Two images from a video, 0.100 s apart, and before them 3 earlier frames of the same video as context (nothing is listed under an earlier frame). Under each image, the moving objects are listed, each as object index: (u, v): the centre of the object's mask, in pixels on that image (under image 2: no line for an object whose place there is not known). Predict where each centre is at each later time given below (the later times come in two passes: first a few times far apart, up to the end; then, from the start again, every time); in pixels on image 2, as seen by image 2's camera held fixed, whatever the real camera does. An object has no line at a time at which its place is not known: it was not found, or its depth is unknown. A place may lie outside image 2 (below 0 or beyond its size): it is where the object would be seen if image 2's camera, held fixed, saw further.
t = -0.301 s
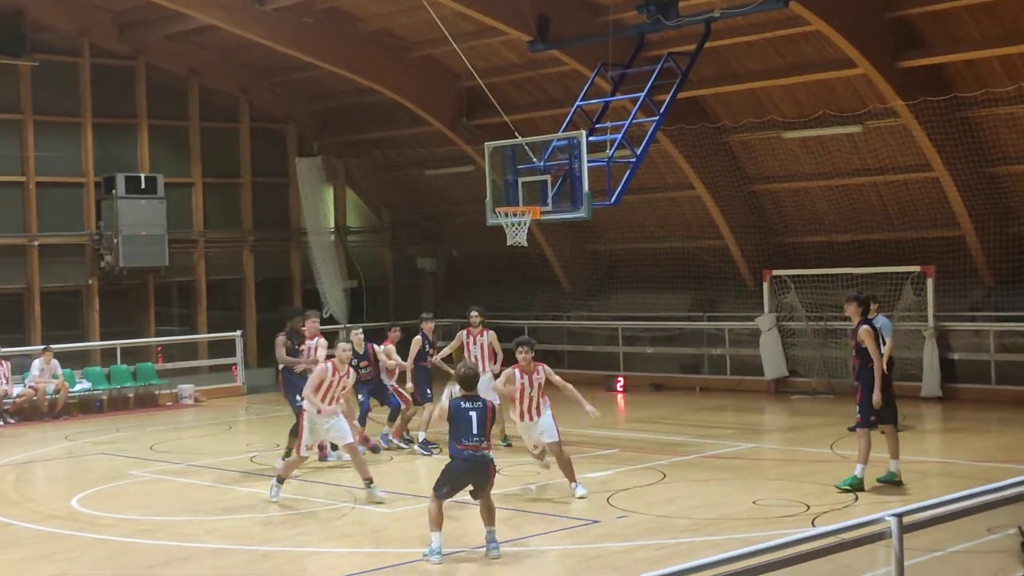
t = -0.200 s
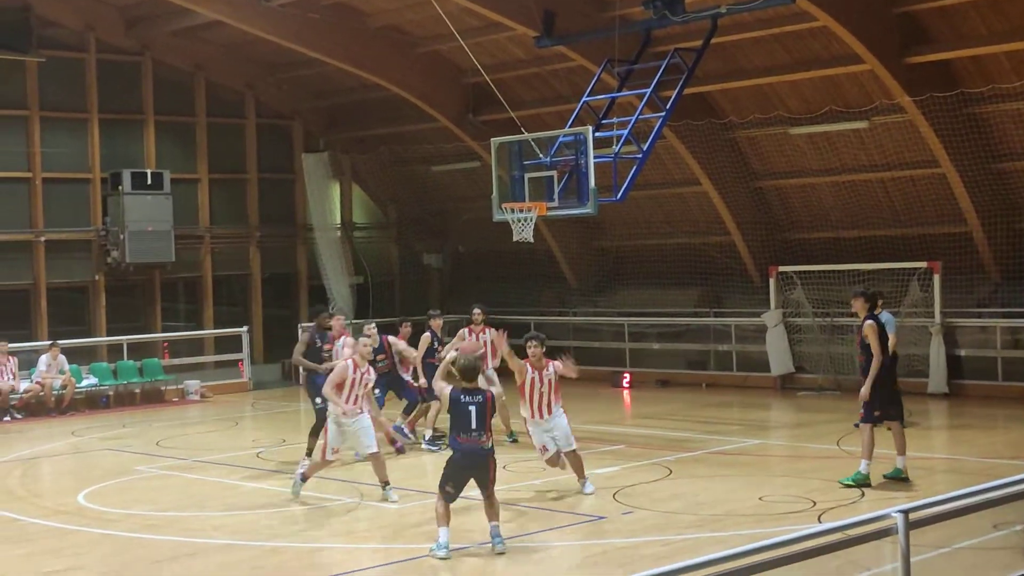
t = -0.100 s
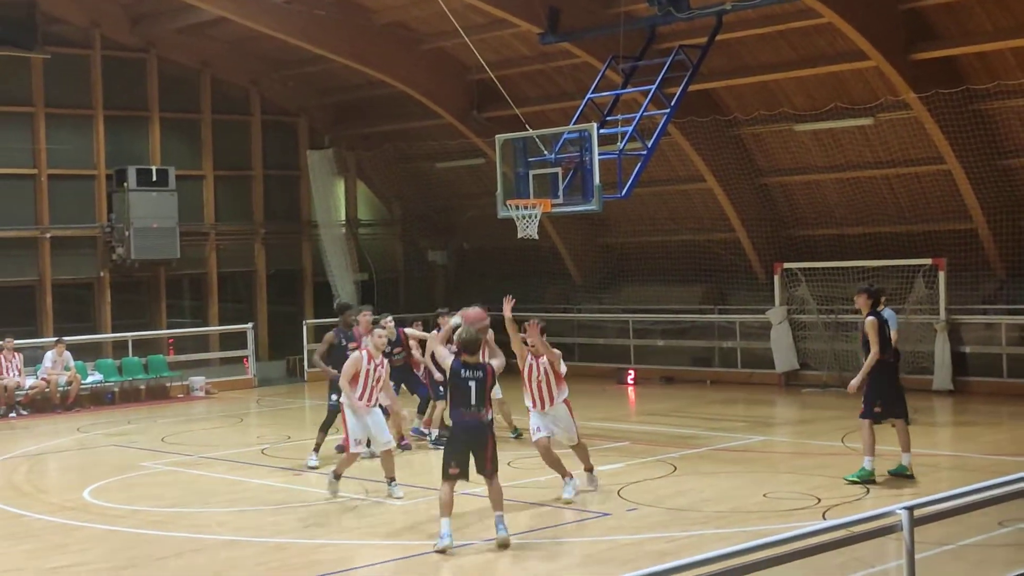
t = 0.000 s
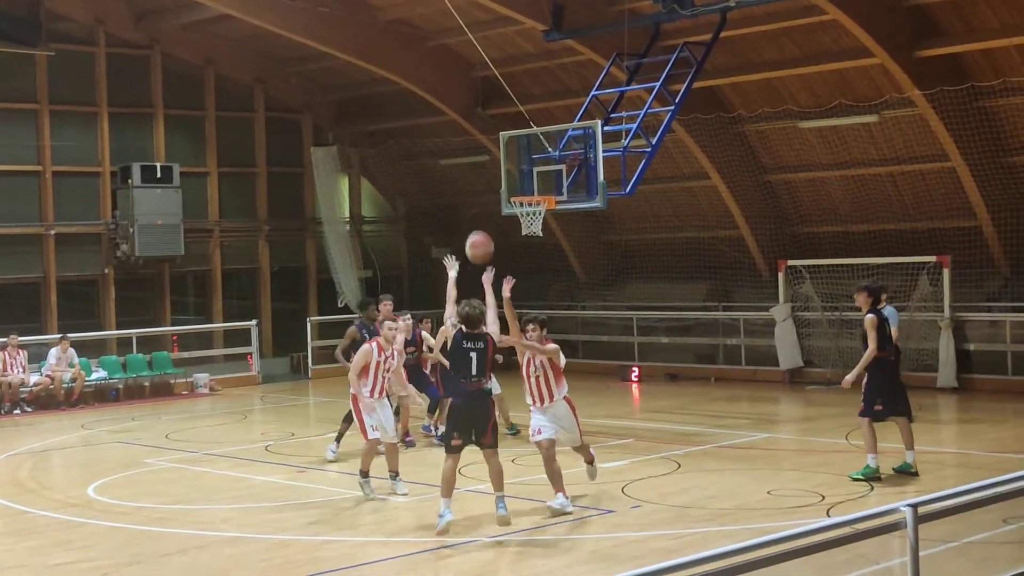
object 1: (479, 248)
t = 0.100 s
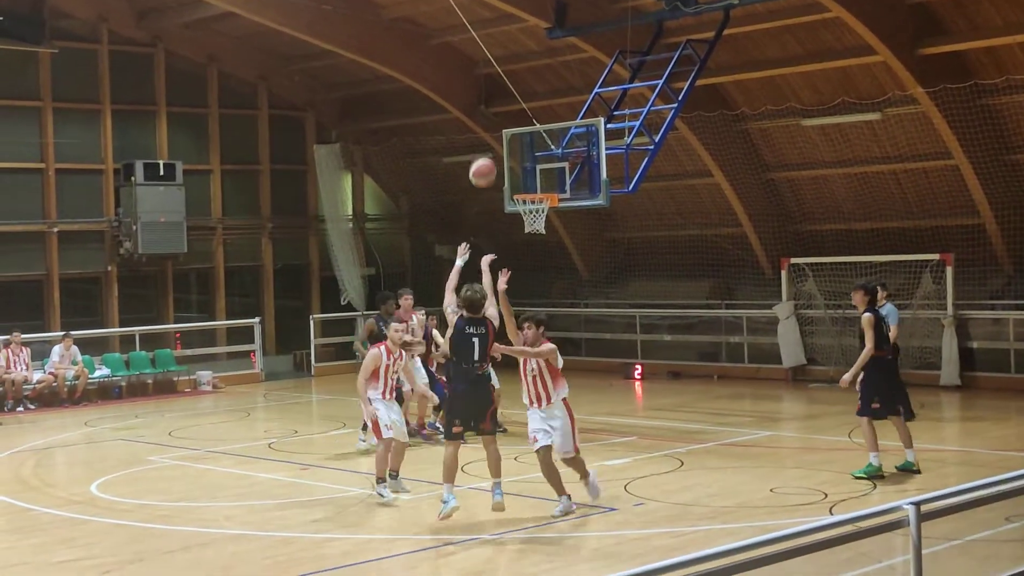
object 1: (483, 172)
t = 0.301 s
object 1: (484, 74)
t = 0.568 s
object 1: (489, 23)
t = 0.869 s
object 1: (496, 46)
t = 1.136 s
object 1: (504, 123)
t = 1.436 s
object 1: (480, 175)
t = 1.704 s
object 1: (427, 187)
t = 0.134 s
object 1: (483, 151)
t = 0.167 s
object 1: (483, 133)
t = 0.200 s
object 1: (482, 116)
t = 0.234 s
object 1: (483, 100)
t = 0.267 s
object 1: (483, 86)
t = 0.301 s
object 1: (484, 74)
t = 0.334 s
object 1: (484, 63)
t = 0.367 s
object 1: (484, 54)
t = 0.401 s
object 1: (484, 46)
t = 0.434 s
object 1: (485, 39)
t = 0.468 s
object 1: (487, 33)
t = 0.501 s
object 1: (487, 29)
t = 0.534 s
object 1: (488, 25)
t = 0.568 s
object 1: (489, 23)
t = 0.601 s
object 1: (490, 22)
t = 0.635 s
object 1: (490, 22)
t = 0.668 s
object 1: (491, 23)
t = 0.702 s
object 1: (492, 24)
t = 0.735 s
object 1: (493, 27)
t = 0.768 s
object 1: (494, 31)
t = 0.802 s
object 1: (494, 35)
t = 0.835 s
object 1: (495, 41)
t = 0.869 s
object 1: (496, 46)
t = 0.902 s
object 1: (497, 53)
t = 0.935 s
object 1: (498, 61)
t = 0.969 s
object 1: (499, 70)
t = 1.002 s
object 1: (500, 79)
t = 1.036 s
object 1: (501, 89)
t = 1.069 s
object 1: (502, 100)
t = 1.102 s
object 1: (503, 111)
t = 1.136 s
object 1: (504, 123)
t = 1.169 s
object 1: (505, 135)
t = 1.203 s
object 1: (506, 149)
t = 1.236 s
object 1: (507, 162)
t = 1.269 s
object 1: (509, 177)
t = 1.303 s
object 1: (509, 188)
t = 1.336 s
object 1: (500, 184)
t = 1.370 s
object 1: (494, 180)
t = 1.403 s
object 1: (487, 177)
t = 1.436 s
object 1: (480, 175)
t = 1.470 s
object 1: (473, 174)
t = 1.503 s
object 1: (466, 173)
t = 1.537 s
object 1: (459, 173)
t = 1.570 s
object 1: (452, 174)
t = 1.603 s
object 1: (446, 176)
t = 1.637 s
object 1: (440, 179)
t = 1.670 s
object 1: (433, 183)
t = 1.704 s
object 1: (427, 187)
